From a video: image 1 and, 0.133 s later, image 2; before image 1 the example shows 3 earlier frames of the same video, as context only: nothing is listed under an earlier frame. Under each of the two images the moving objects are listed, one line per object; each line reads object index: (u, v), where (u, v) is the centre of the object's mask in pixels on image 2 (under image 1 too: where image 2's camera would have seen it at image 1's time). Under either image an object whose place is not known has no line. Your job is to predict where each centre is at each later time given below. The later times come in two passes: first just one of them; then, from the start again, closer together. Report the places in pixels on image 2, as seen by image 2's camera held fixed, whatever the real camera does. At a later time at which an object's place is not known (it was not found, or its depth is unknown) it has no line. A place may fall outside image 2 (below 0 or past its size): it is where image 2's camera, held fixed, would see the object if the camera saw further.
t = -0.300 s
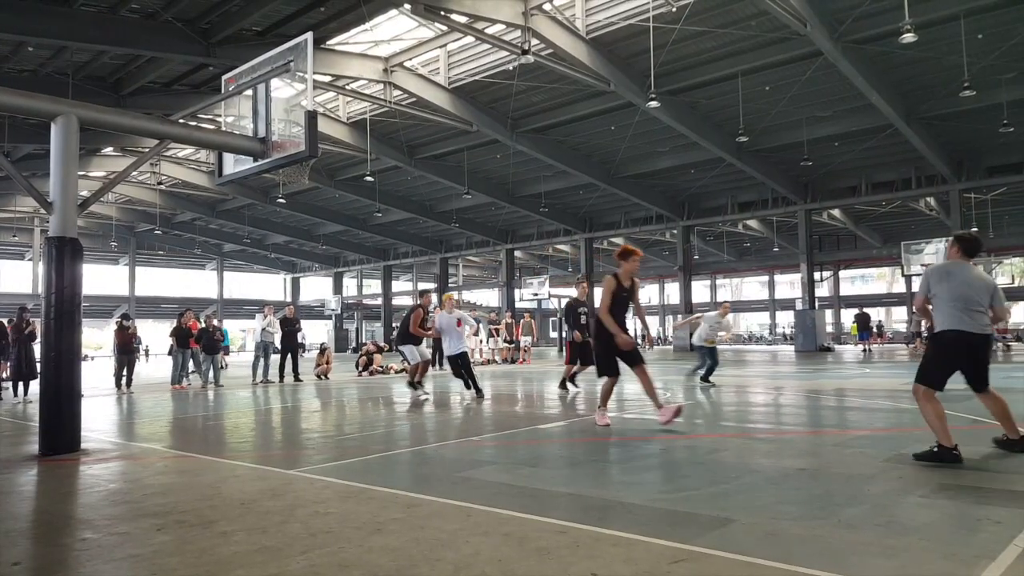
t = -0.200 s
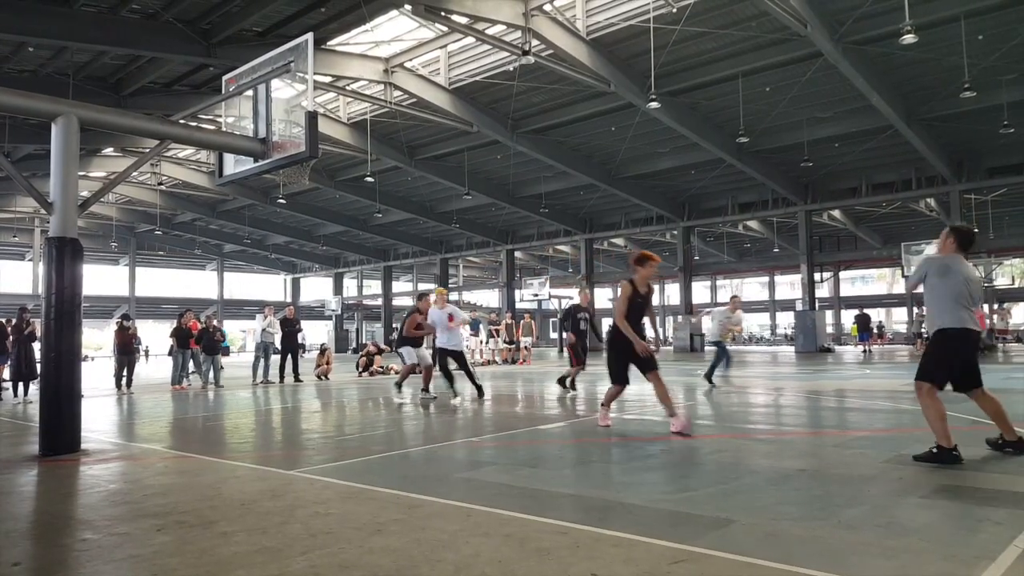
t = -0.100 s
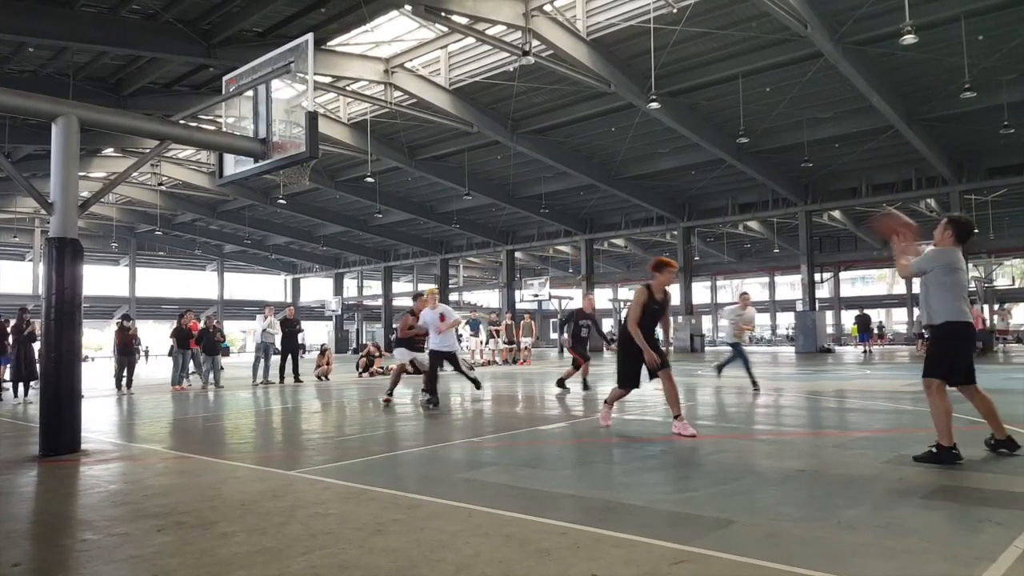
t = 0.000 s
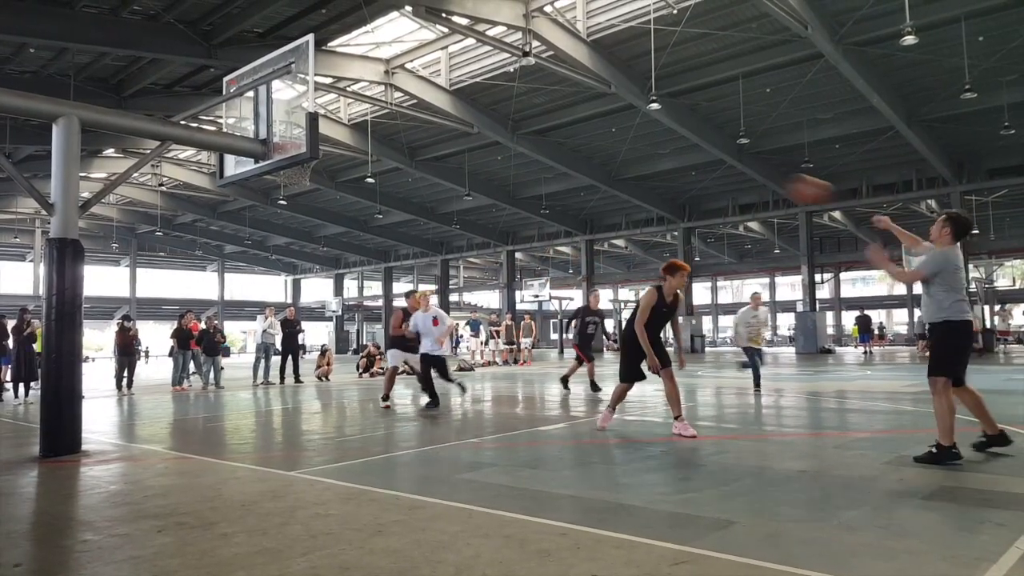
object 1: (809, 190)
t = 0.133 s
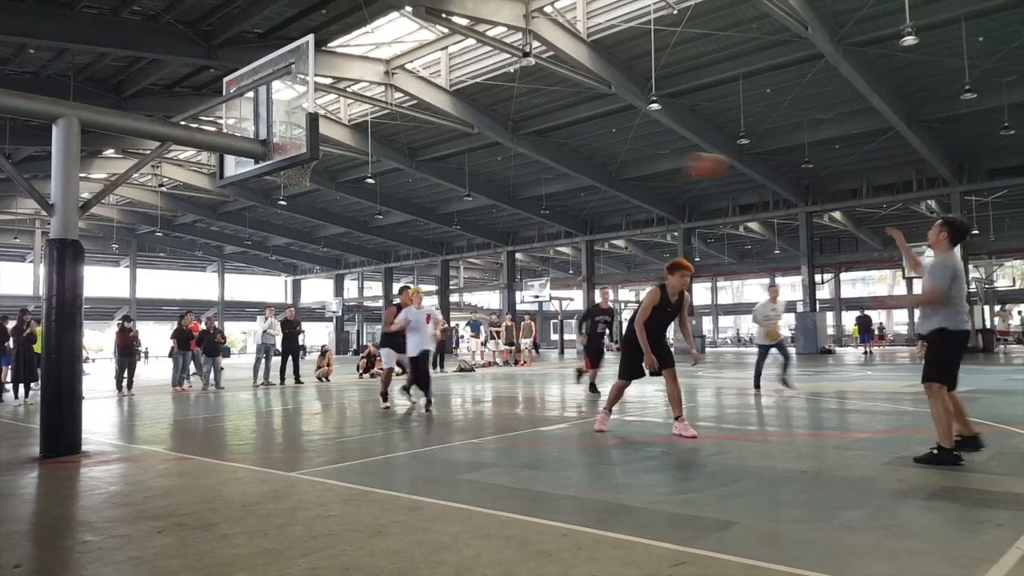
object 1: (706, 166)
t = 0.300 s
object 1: (595, 165)
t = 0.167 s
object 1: (683, 164)
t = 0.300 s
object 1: (595, 165)
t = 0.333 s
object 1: (575, 166)
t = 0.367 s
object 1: (556, 170)
